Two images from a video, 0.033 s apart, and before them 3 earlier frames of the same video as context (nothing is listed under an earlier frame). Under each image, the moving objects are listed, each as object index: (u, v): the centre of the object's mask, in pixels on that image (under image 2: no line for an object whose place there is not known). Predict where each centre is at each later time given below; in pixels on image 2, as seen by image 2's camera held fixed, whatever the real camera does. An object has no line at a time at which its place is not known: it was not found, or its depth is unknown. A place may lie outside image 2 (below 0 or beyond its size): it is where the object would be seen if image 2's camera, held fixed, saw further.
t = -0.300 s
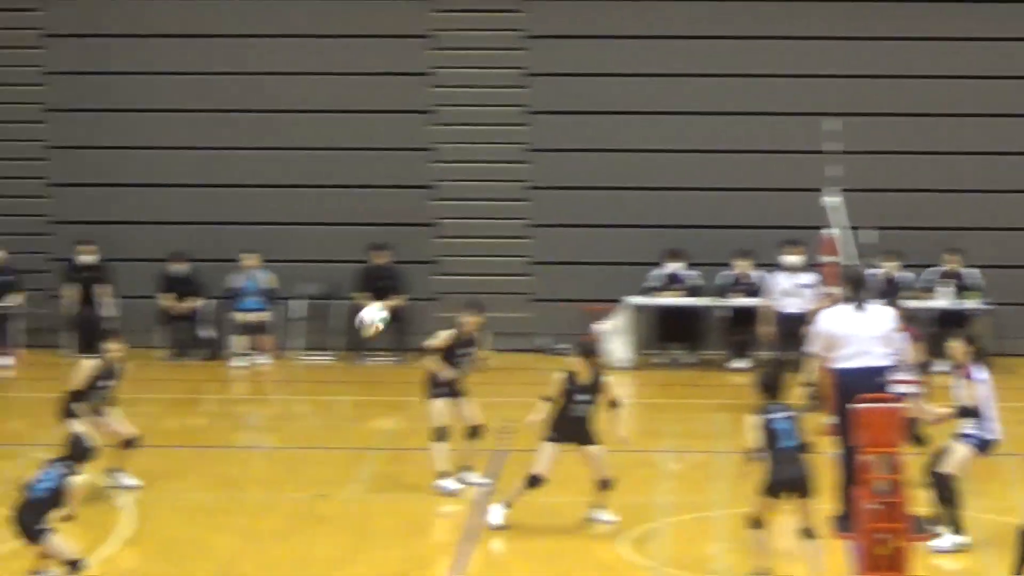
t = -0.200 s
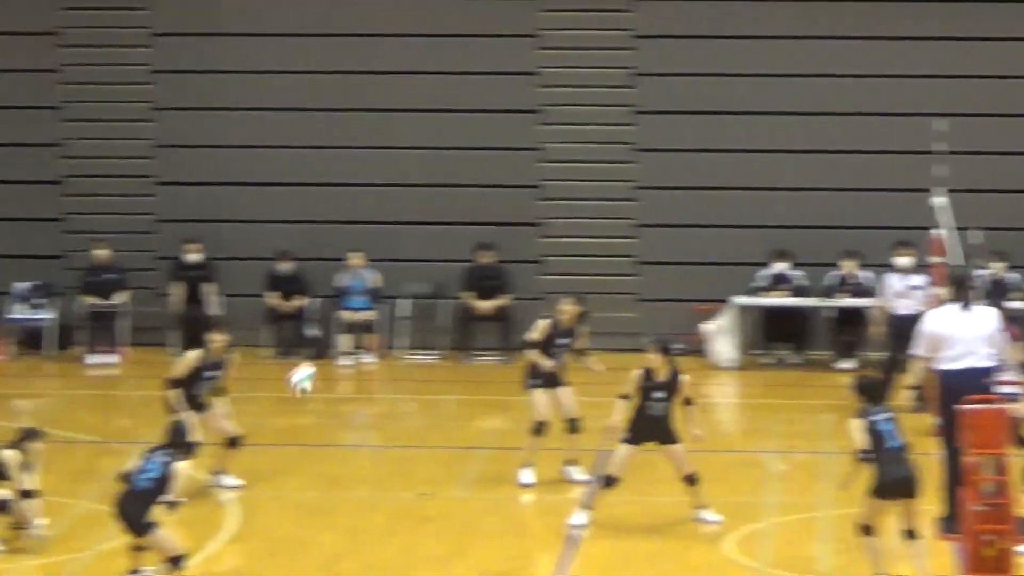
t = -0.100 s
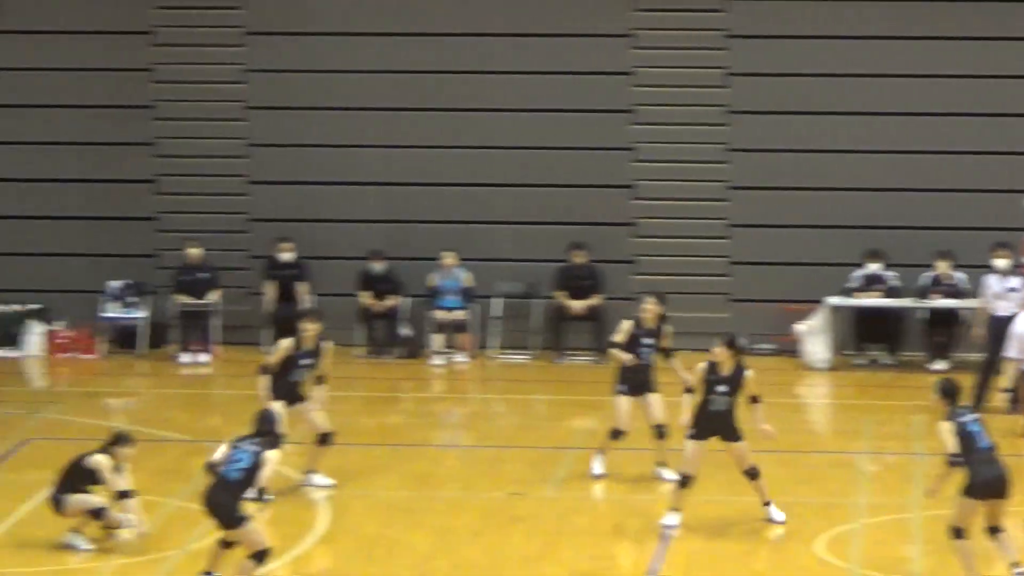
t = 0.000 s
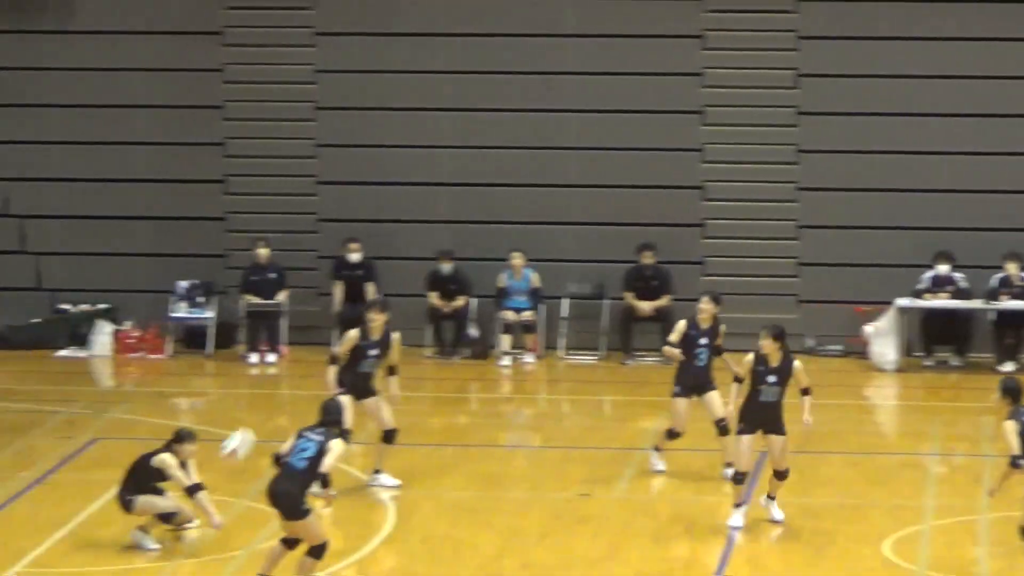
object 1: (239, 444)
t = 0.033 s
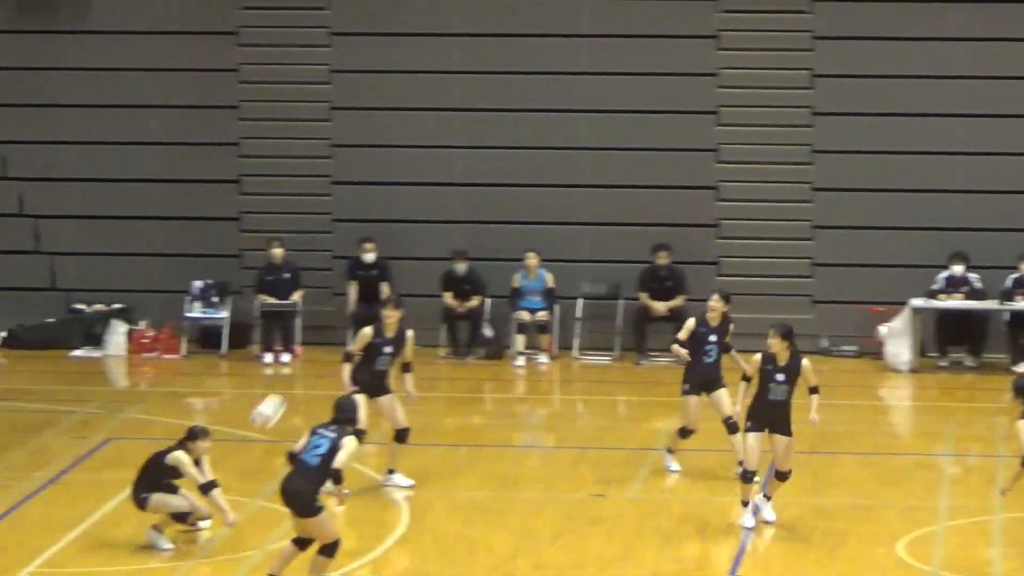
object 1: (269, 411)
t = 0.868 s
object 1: (678, 25)
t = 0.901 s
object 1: (695, 28)
